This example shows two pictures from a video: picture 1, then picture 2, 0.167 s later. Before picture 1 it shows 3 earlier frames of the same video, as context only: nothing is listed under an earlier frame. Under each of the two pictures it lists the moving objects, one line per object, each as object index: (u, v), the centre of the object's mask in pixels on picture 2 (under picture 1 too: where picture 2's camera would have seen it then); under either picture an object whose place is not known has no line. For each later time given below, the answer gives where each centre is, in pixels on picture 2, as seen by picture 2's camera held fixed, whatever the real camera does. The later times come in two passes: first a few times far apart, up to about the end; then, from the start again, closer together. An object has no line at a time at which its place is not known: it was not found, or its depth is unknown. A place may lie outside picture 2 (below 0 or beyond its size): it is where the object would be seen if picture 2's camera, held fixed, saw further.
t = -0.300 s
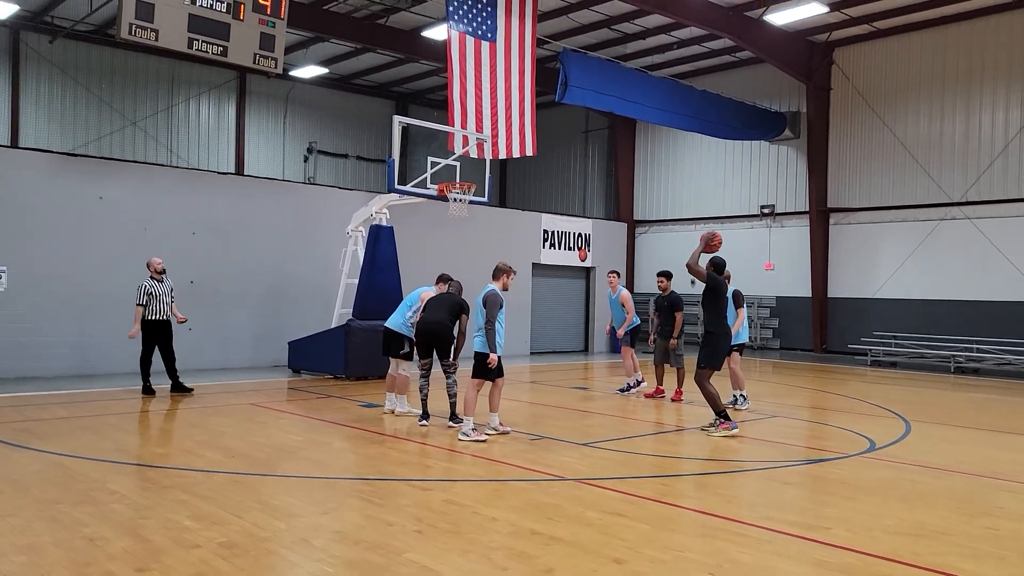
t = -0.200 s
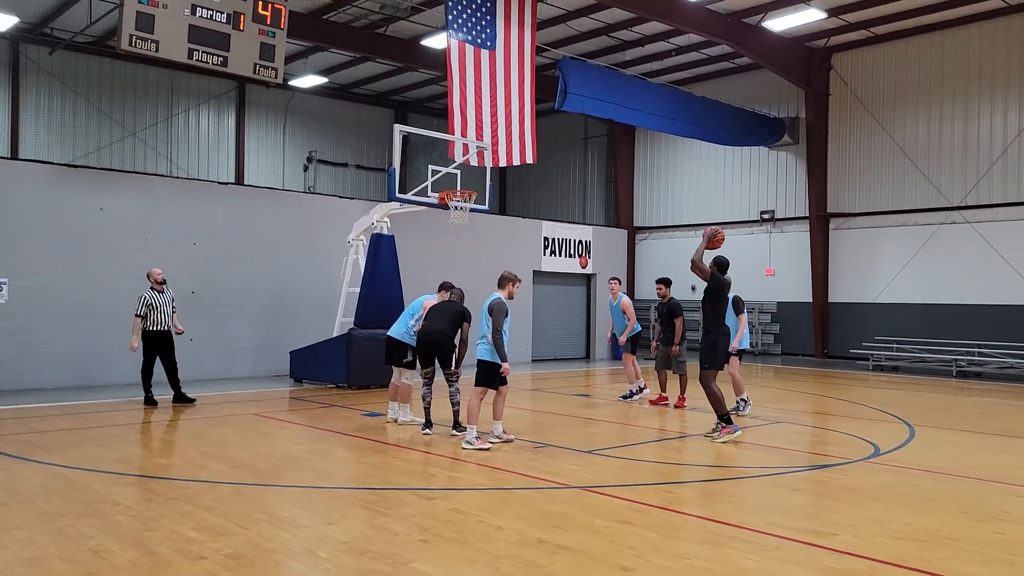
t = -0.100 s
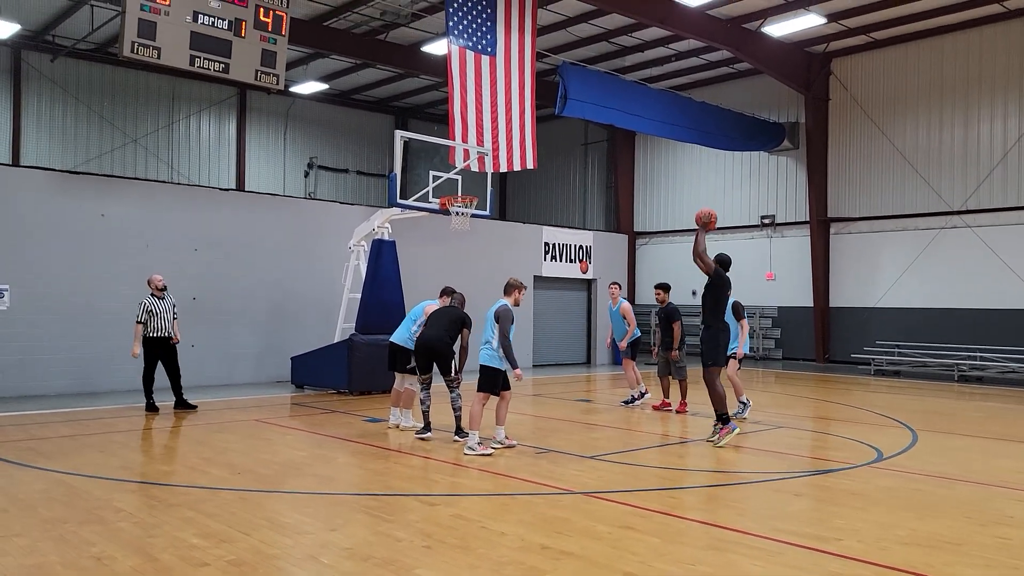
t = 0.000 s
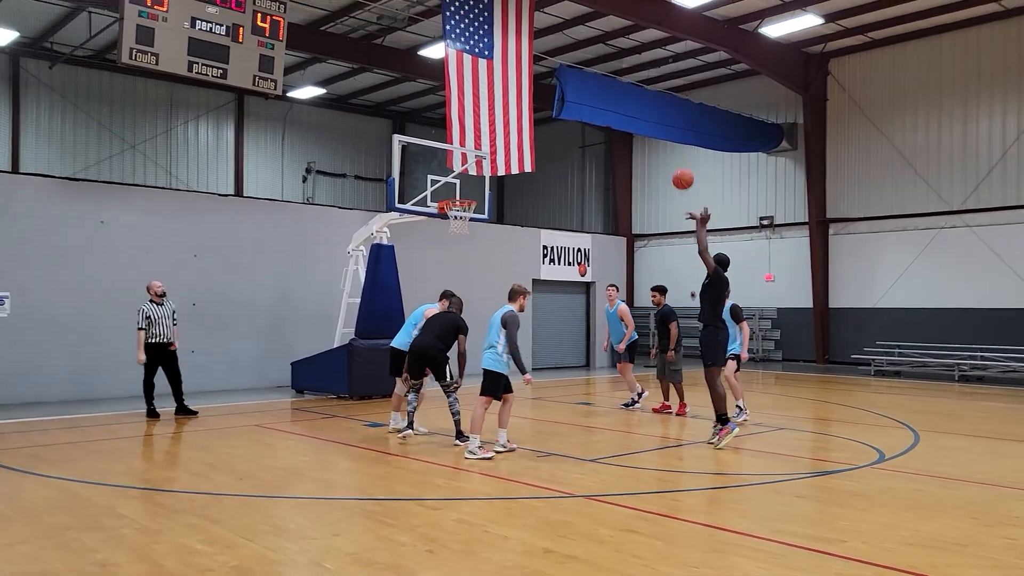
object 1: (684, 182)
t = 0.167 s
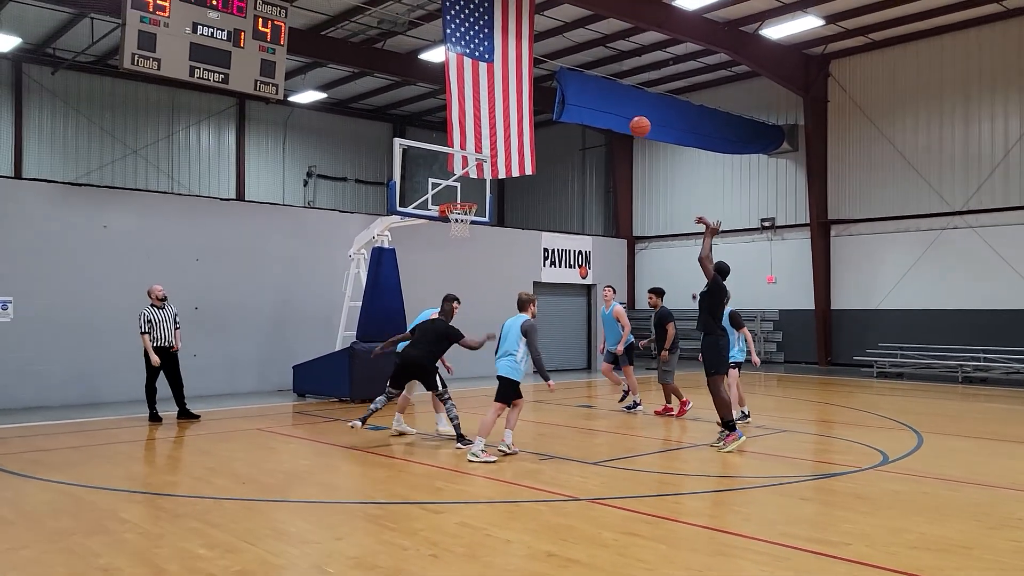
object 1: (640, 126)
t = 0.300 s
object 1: (608, 102)
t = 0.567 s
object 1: (549, 96)
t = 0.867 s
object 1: (492, 148)
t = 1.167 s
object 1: (452, 217)
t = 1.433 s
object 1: (463, 276)
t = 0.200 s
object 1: (632, 119)
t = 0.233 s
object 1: (624, 112)
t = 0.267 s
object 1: (616, 106)
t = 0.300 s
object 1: (608, 102)
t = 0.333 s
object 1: (600, 98)
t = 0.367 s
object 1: (592, 95)
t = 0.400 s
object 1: (584, 93)
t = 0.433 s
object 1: (577, 92)
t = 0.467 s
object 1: (570, 92)
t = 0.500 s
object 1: (563, 92)
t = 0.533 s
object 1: (556, 94)
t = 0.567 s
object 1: (549, 96)
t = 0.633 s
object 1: (536, 103)
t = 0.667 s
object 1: (530, 107)
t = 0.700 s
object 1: (523, 112)
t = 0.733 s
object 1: (516, 119)
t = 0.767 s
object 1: (510, 124)
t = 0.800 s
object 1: (504, 132)
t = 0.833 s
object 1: (498, 140)
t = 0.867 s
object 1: (492, 148)
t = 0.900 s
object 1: (486, 157)
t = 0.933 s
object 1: (480, 166)
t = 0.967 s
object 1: (474, 176)
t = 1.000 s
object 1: (469, 187)
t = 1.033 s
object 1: (463, 198)
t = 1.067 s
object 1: (458, 200)
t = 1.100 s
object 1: (454, 207)
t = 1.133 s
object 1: (452, 211)
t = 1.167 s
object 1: (452, 217)
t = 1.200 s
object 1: (453, 223)
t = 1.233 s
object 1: (454, 230)
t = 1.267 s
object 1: (455, 237)
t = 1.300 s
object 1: (457, 242)
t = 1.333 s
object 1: (458, 249)
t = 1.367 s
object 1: (459, 257)
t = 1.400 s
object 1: (461, 266)
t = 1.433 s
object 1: (463, 276)
